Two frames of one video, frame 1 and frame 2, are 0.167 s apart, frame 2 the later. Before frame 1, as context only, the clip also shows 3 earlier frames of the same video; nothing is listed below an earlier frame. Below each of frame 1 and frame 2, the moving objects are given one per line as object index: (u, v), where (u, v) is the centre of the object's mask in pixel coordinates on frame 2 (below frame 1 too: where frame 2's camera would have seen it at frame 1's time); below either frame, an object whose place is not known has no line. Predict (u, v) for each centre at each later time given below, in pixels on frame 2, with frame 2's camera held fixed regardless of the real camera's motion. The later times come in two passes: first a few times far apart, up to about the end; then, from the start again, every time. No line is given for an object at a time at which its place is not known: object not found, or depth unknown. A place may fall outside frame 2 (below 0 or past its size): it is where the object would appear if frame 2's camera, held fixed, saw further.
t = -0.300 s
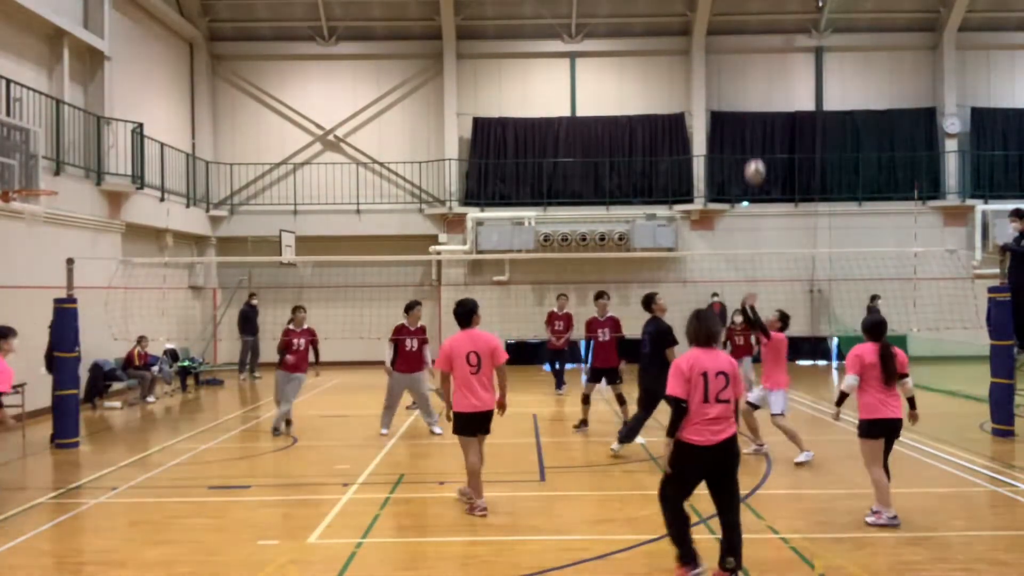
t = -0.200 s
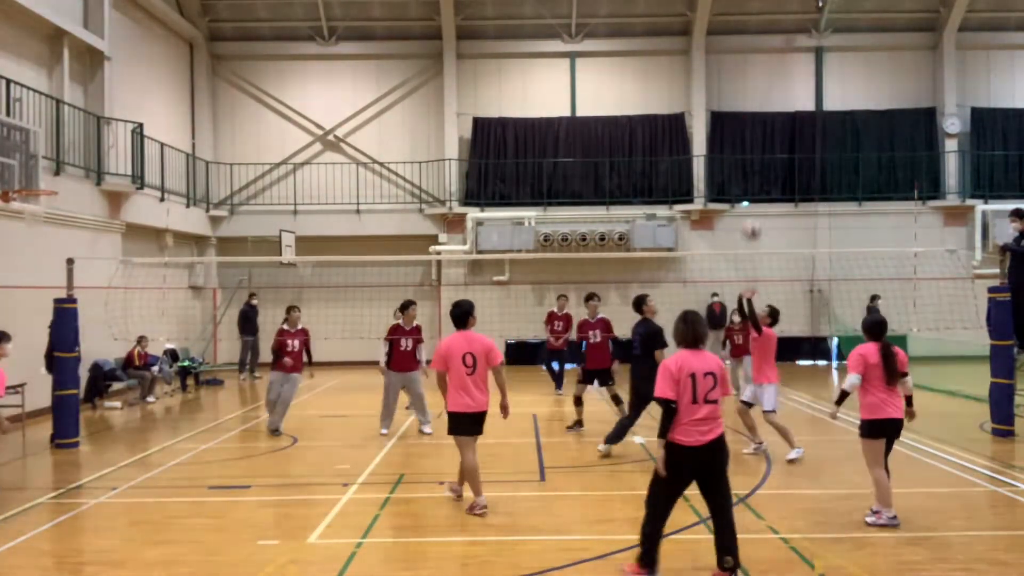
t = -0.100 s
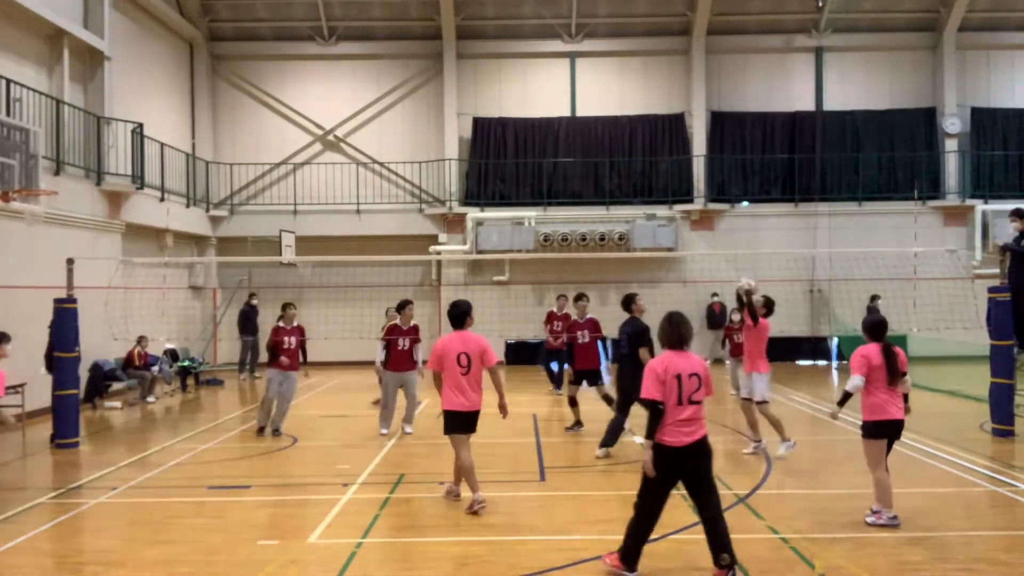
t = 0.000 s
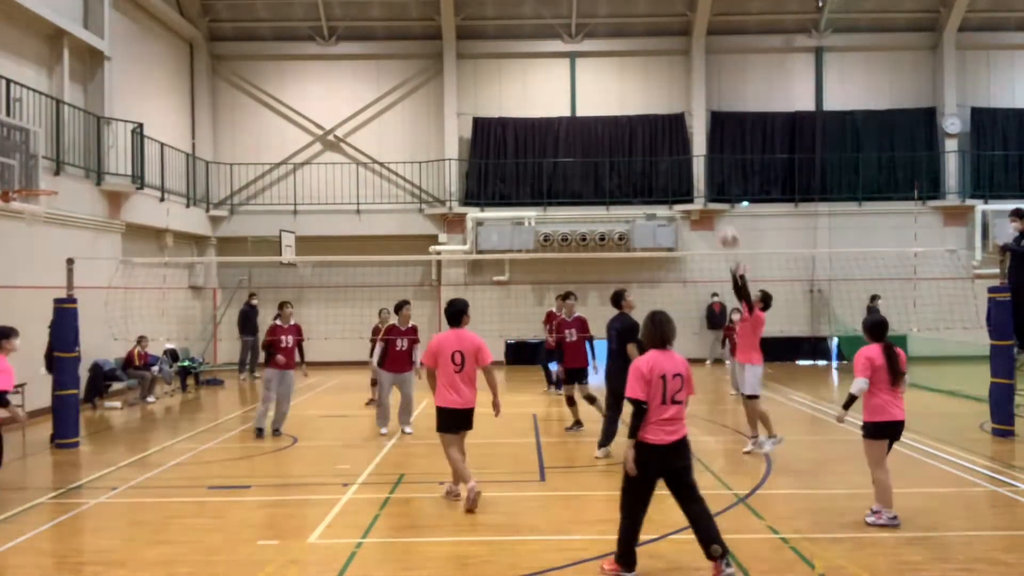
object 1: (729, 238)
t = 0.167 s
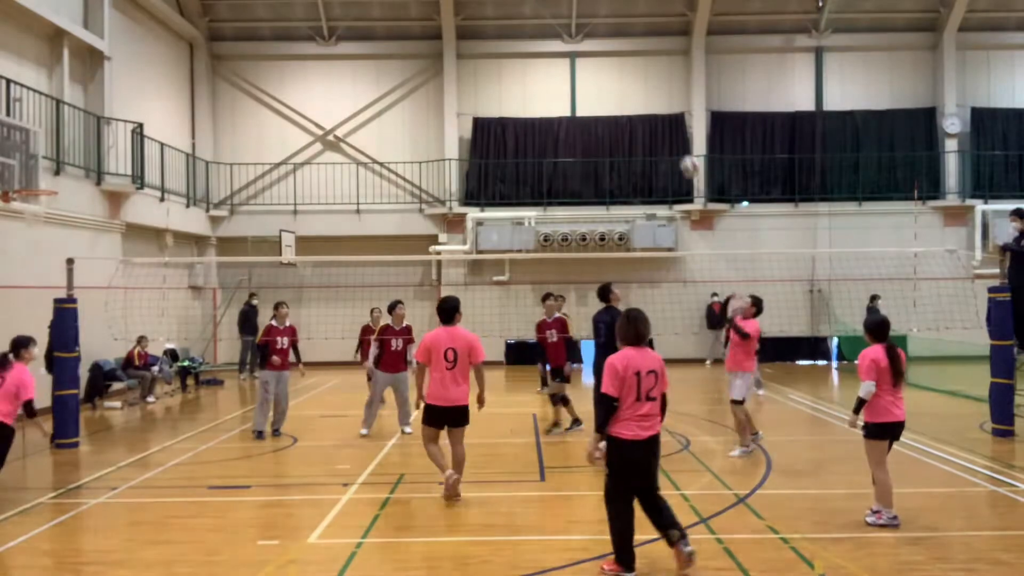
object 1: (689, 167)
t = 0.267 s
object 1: (669, 138)
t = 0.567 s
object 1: (609, 108)
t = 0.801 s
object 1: (566, 137)
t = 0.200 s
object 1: (683, 156)
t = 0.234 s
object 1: (676, 146)
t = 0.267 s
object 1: (669, 138)
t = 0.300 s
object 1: (663, 130)
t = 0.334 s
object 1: (655, 124)
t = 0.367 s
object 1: (649, 119)
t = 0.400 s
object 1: (642, 115)
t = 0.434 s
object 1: (635, 111)
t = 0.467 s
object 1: (629, 108)
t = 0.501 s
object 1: (622, 107)
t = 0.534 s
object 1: (616, 107)
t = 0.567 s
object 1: (609, 108)
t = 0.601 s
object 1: (602, 109)
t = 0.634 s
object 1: (597, 111)
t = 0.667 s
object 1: (590, 113)
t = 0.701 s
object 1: (584, 119)
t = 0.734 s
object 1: (578, 125)
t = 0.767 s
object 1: (572, 130)
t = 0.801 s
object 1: (566, 137)
